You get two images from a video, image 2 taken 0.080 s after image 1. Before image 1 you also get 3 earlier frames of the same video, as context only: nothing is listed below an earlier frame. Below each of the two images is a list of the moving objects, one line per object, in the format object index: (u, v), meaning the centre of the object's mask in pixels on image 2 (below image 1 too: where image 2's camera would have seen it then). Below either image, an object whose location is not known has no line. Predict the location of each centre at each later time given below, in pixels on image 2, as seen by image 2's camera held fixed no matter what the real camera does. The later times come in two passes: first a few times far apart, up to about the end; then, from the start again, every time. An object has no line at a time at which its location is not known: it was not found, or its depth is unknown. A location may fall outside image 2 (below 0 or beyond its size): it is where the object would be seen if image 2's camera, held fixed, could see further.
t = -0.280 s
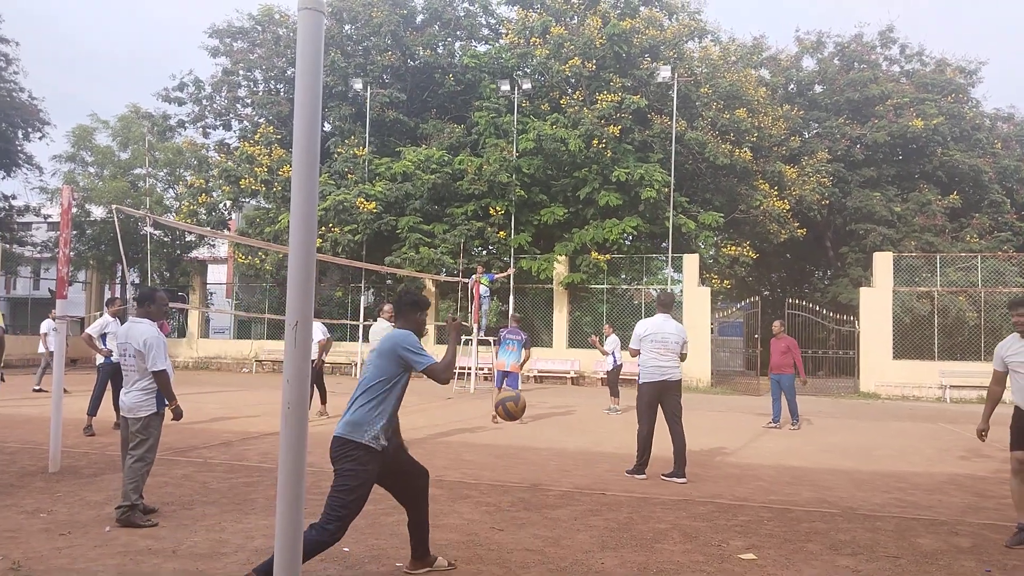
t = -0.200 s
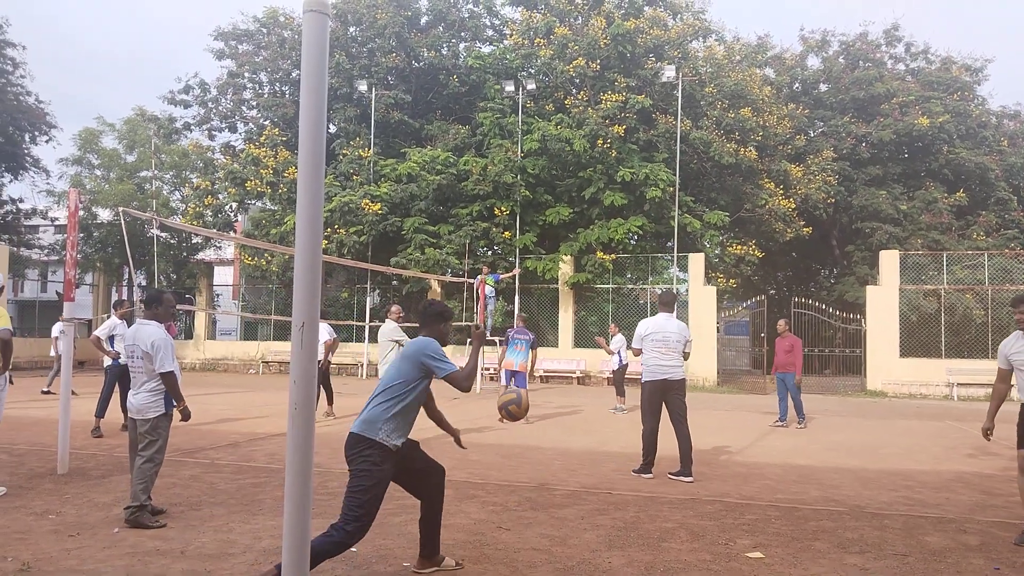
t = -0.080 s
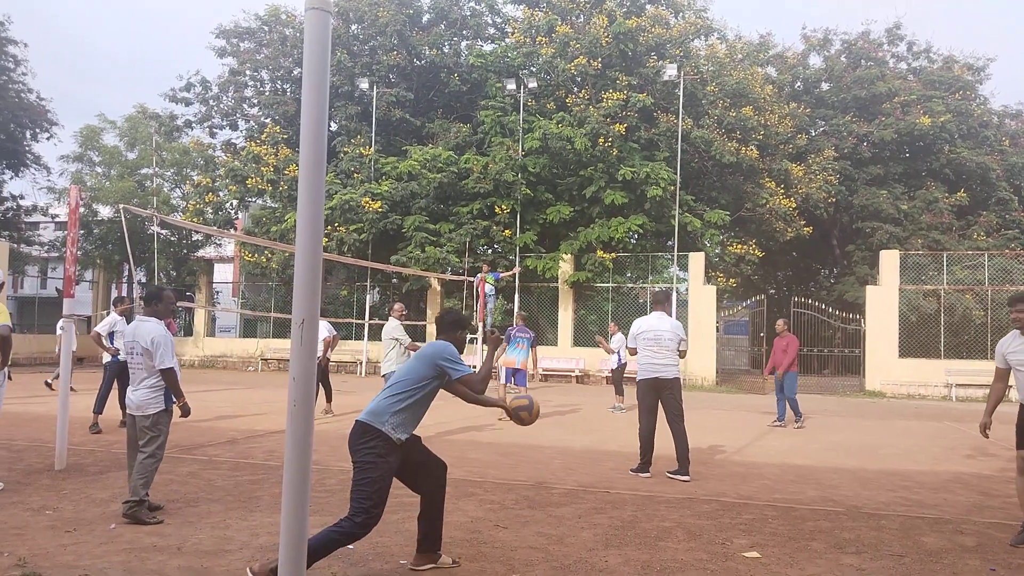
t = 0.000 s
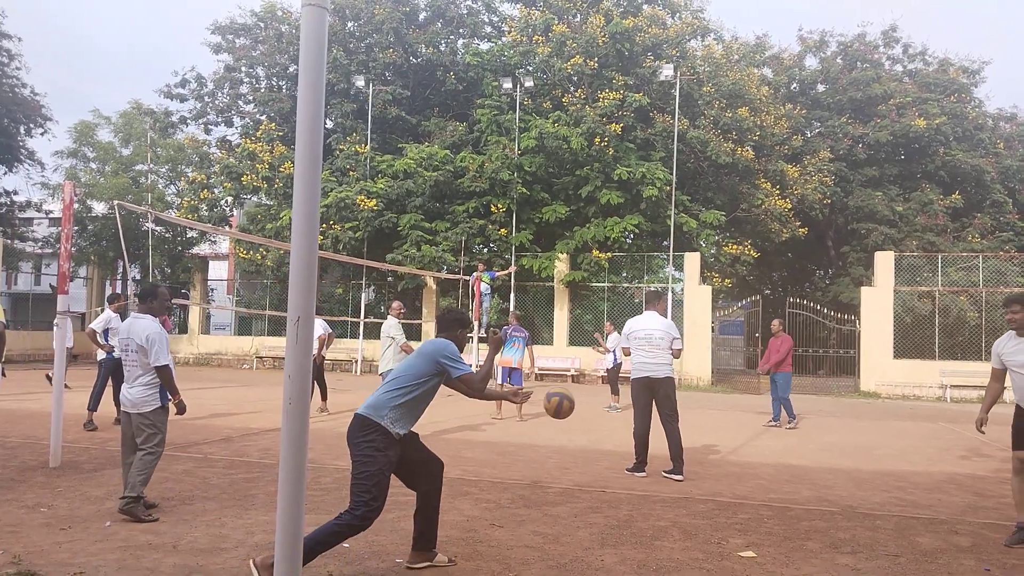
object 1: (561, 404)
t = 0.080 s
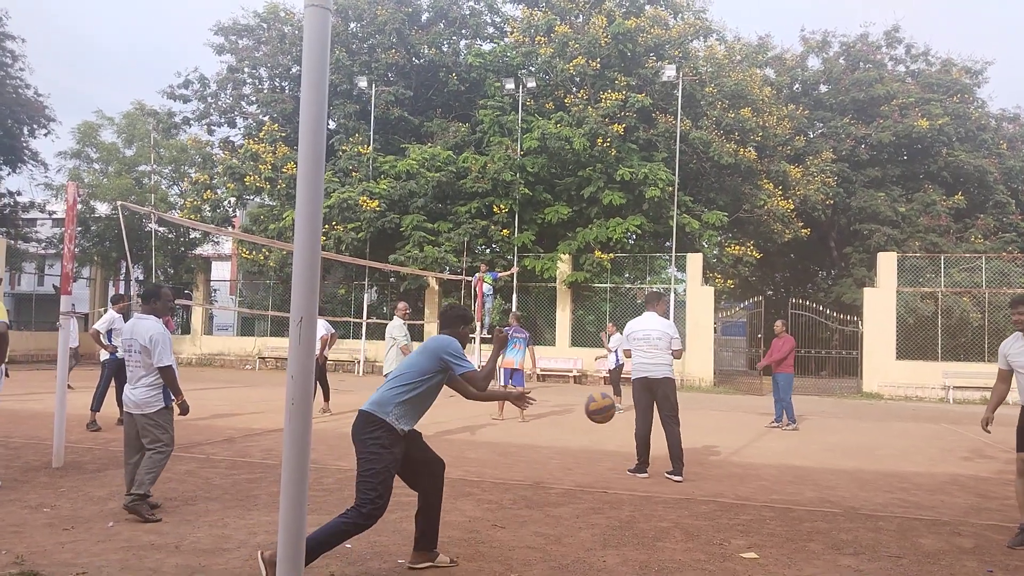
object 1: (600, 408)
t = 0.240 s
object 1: (675, 441)
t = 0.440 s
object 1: (761, 513)
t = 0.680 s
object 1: (823, 439)
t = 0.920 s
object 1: (880, 446)
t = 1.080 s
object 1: (916, 494)
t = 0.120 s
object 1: (619, 413)
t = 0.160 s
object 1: (638, 420)
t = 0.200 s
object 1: (656, 430)
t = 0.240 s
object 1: (675, 441)
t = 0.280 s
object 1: (694, 457)
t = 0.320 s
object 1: (712, 473)
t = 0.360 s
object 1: (730, 492)
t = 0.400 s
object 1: (748, 514)
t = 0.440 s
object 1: (761, 513)
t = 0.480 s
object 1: (771, 495)
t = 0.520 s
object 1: (782, 480)
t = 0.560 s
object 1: (792, 465)
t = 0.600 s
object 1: (802, 454)
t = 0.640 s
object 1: (812, 445)
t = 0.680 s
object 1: (823, 439)
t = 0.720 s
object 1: (832, 435)
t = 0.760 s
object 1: (842, 433)
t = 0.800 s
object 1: (852, 434)
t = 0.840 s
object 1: (861, 436)
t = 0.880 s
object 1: (870, 440)
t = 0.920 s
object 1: (880, 446)
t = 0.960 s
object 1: (889, 455)
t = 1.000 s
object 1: (898, 466)
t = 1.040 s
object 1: (907, 480)
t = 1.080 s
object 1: (916, 494)
